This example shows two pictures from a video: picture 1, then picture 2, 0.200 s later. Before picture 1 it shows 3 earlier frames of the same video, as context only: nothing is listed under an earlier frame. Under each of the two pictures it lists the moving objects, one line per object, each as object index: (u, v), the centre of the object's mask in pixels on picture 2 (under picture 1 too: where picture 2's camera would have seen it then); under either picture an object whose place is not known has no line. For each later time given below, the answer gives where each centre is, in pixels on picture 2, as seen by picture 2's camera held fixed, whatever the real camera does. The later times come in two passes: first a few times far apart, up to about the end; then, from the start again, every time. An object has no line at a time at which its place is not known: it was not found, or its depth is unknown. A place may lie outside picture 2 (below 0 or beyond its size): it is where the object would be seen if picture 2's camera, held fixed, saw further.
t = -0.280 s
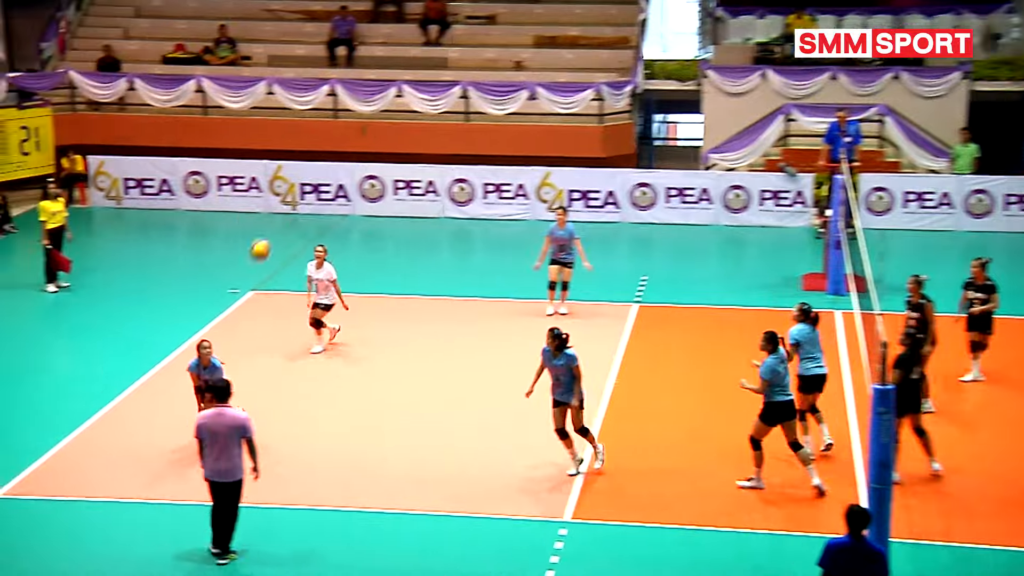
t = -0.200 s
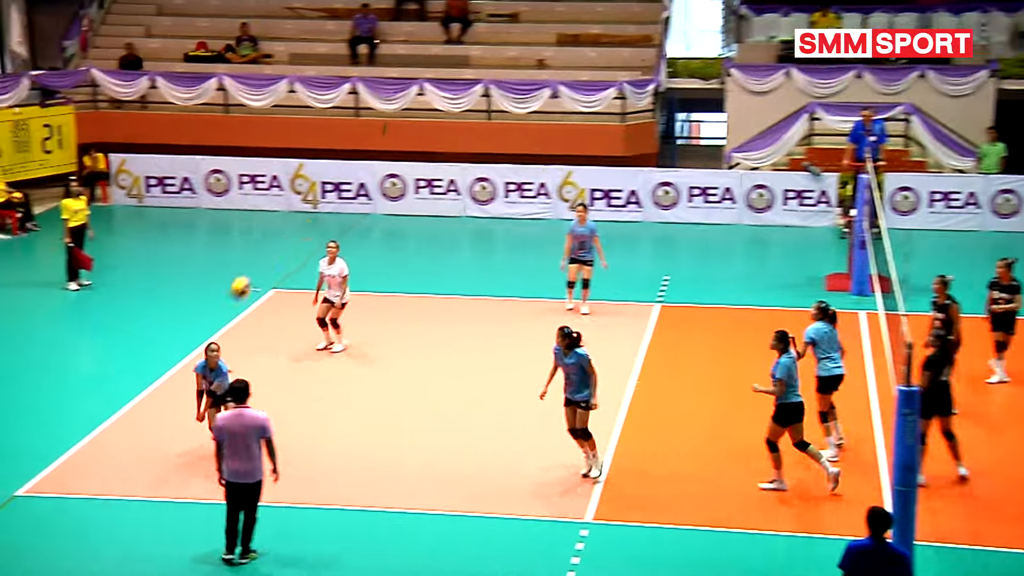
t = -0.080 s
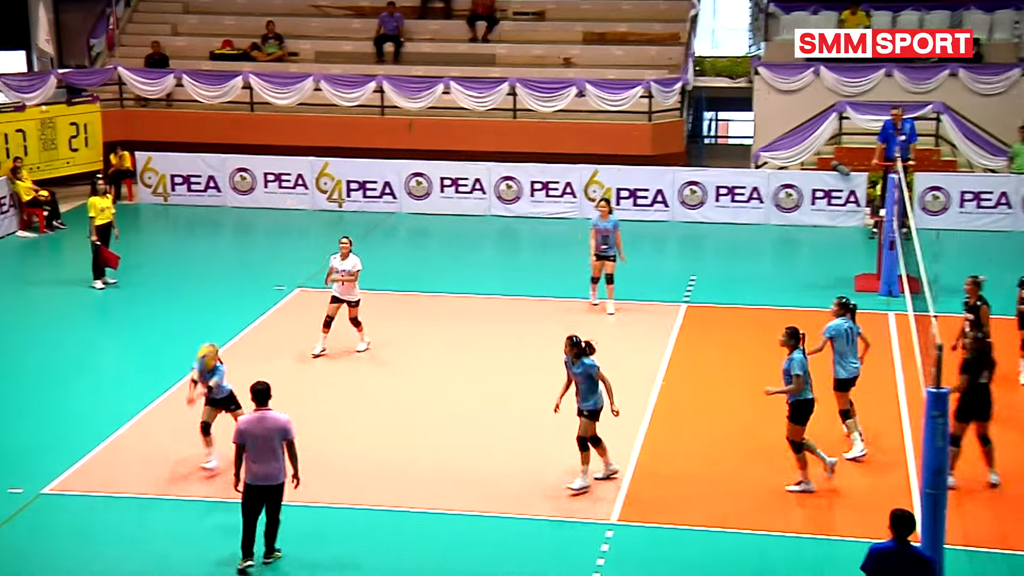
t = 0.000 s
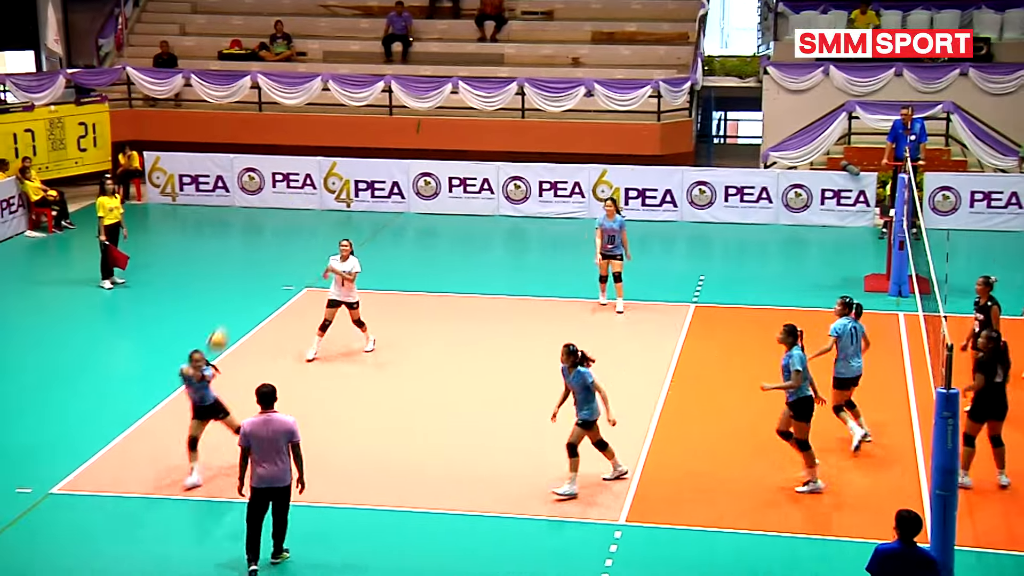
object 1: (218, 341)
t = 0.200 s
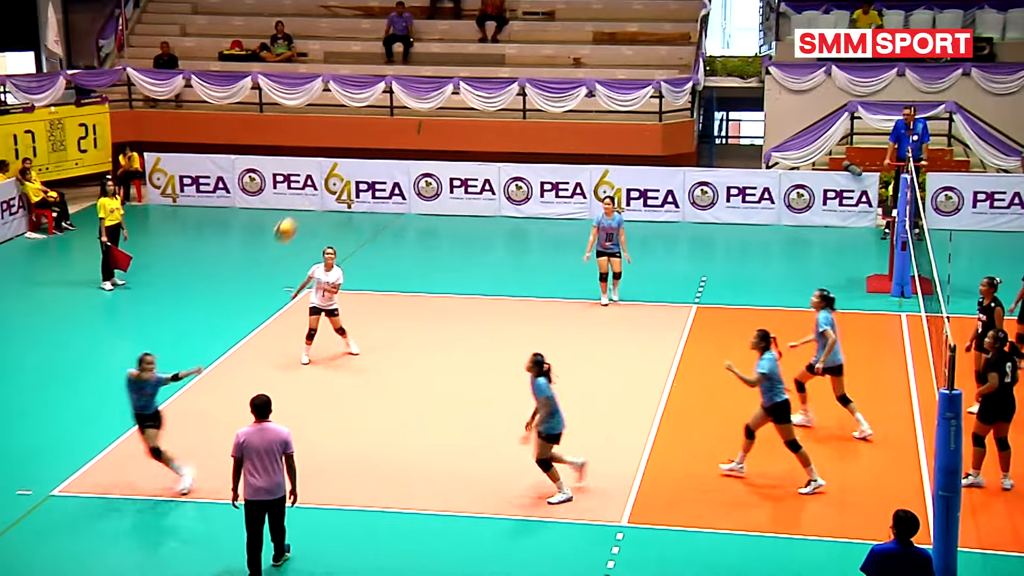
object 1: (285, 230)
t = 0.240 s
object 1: (299, 211)
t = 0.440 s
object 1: (366, 145)
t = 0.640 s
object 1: (433, 114)
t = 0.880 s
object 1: (509, 127)
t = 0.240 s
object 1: (299, 211)
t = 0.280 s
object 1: (312, 195)
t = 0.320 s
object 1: (324, 177)
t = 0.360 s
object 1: (340, 166)
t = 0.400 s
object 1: (353, 154)
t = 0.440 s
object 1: (366, 145)
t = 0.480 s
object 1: (380, 134)
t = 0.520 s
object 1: (393, 128)
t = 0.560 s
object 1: (407, 121)
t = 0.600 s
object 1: (419, 118)
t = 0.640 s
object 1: (433, 114)
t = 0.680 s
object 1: (445, 112)
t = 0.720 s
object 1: (459, 112)
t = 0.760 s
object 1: (471, 115)
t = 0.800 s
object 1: (484, 118)
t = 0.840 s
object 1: (496, 122)
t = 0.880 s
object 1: (509, 127)
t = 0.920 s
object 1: (521, 134)
